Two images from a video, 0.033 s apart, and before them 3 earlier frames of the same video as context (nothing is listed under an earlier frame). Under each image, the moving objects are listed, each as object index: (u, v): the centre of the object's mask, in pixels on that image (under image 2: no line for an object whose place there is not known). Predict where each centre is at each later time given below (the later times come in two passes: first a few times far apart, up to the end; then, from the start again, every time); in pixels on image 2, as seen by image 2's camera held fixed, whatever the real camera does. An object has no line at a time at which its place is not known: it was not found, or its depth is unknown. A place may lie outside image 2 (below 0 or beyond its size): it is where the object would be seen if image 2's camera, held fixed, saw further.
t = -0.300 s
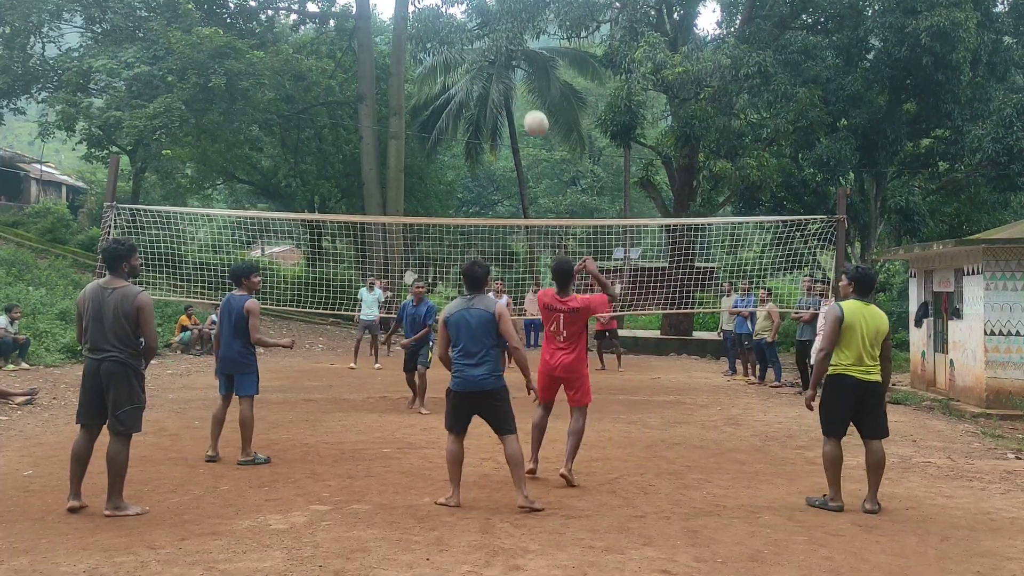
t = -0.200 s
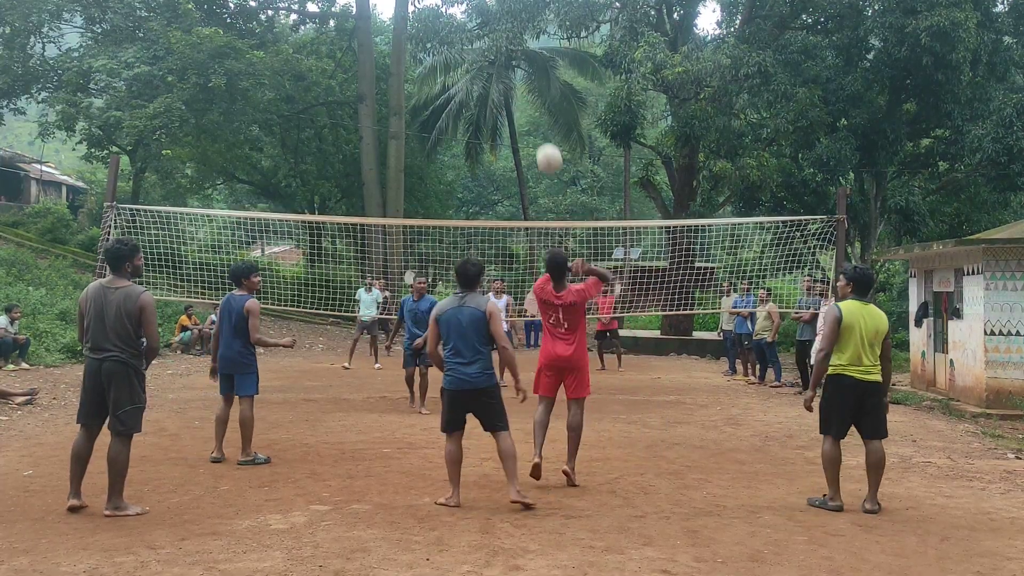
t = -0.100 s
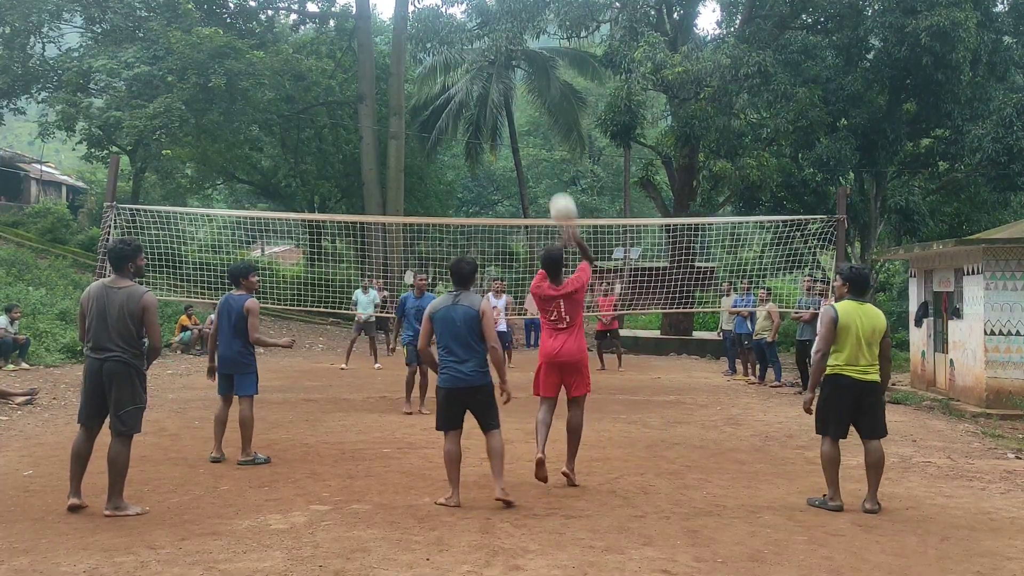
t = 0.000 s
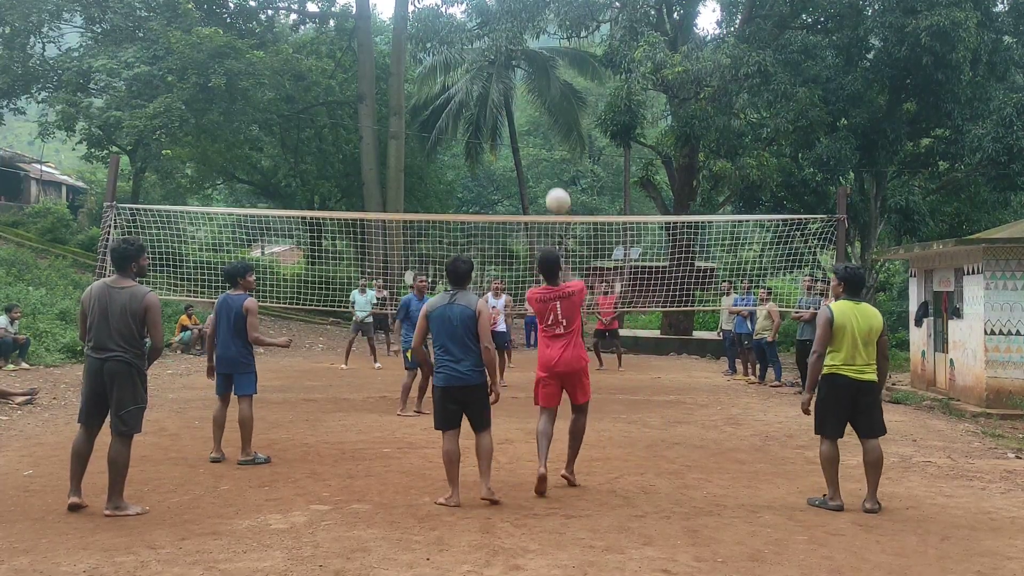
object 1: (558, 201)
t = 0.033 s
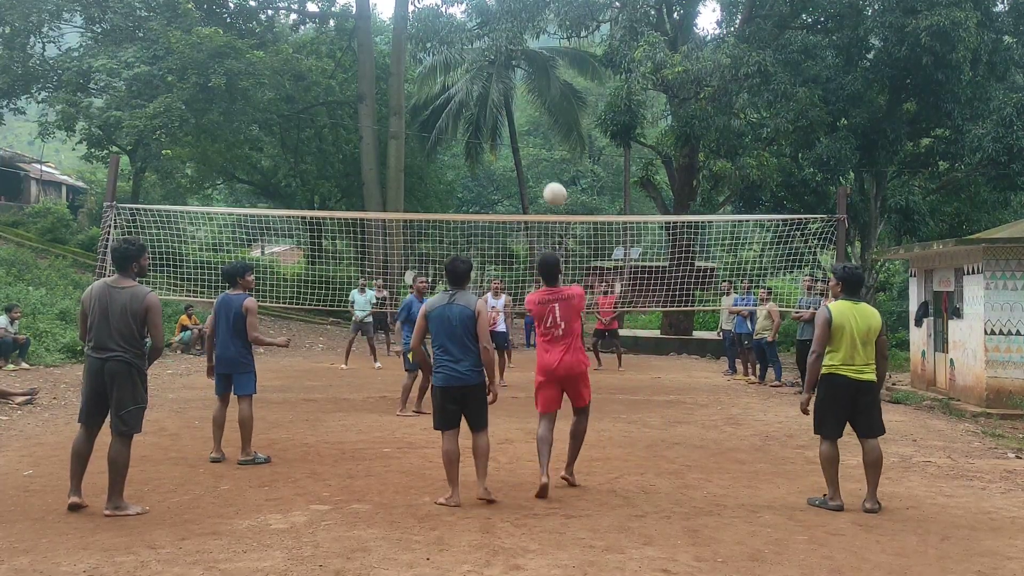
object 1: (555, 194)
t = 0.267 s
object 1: (539, 187)
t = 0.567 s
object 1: (530, 233)
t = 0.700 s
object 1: (529, 265)
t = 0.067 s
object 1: (552, 189)
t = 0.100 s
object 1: (549, 186)
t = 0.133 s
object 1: (547, 184)
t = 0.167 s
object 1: (545, 183)
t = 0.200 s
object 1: (543, 183)
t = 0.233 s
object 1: (541, 184)
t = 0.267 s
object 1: (539, 187)
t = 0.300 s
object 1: (538, 189)
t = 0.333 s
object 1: (536, 192)
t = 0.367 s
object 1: (534, 196)
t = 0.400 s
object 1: (533, 202)
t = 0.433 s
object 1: (532, 207)
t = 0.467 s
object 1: (532, 212)
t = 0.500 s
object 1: (531, 215)
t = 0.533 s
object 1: (530, 227)
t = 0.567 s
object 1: (530, 233)
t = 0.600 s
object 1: (529, 241)
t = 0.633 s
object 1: (529, 249)
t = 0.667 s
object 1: (529, 257)
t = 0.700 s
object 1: (529, 265)
